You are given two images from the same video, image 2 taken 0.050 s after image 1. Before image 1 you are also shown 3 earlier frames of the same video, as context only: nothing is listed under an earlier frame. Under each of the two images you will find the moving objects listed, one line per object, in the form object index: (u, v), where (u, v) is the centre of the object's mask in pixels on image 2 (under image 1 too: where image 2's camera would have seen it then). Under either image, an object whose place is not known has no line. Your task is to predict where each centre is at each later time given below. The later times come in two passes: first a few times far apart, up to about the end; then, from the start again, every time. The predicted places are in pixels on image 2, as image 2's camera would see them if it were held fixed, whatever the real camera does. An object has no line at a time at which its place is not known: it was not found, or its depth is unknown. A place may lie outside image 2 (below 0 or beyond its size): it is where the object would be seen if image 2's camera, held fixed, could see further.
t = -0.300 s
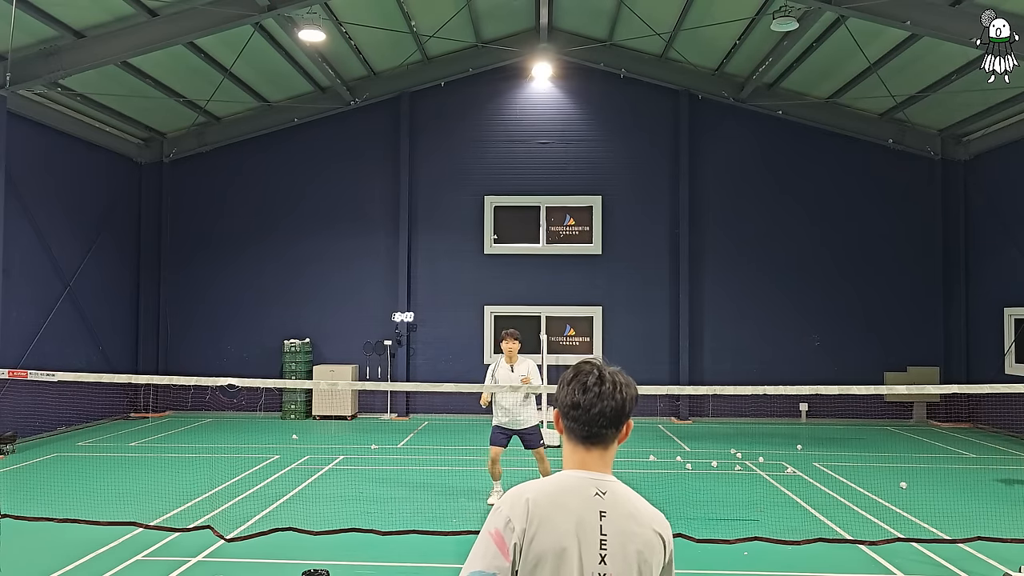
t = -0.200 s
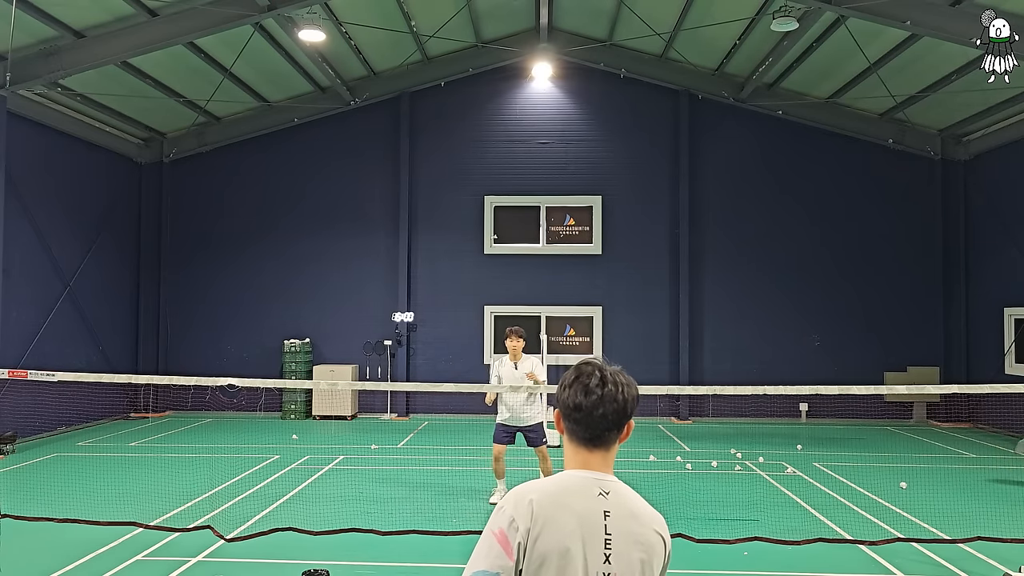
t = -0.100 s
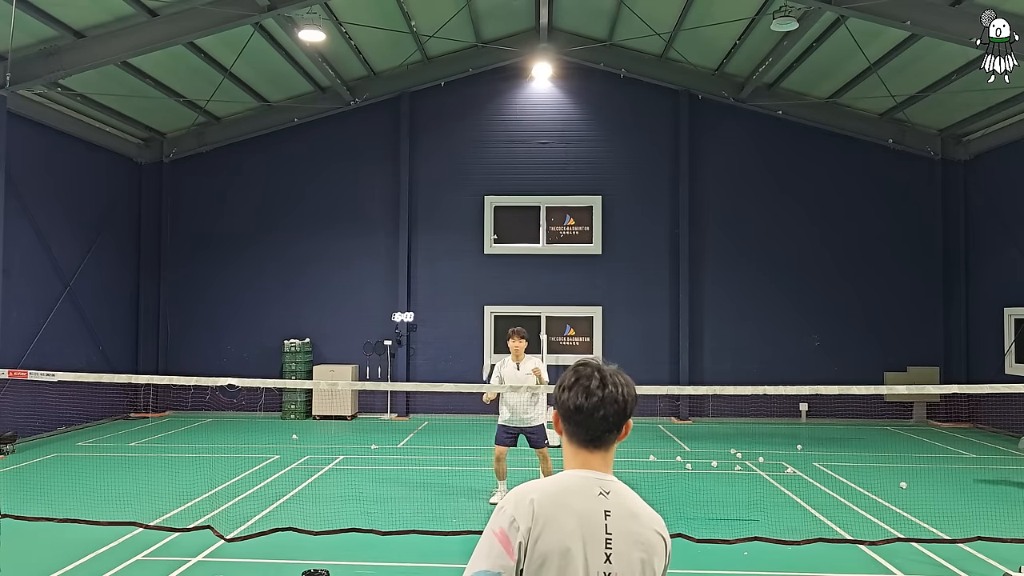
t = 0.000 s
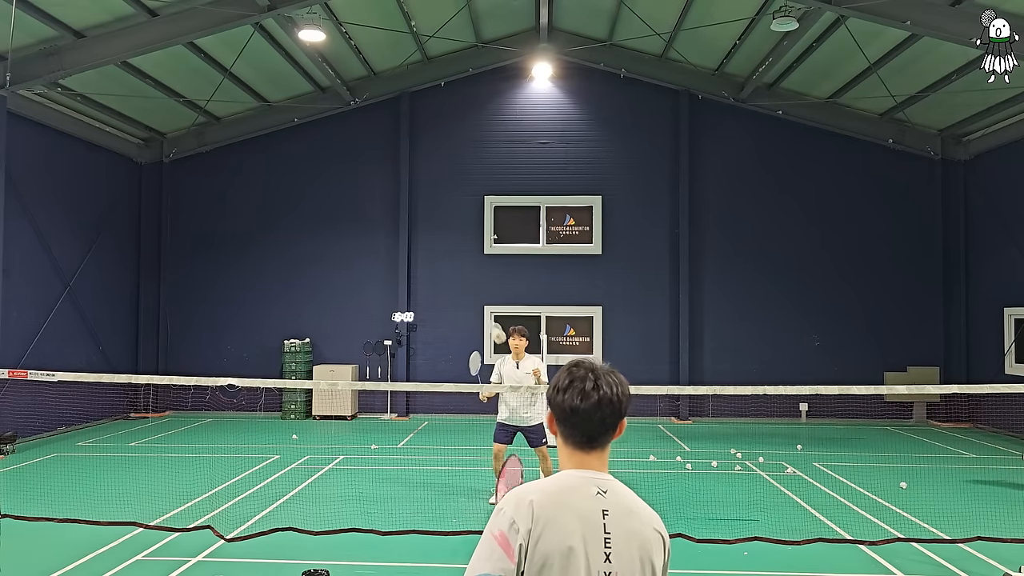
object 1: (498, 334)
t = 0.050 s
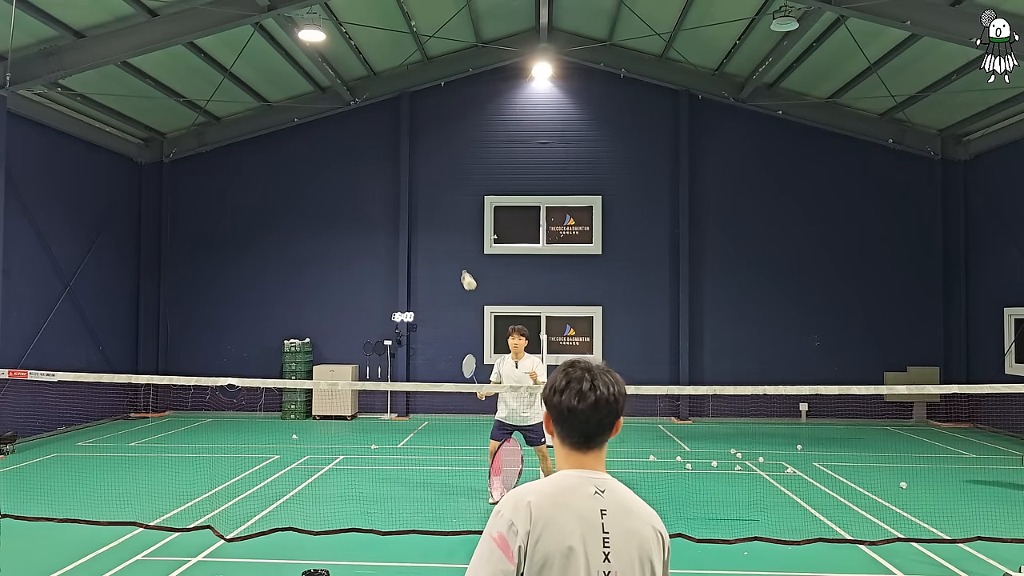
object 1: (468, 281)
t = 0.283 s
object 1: (402, 189)
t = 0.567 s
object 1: (368, 209)
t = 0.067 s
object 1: (460, 267)
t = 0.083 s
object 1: (453, 255)
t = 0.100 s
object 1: (447, 245)
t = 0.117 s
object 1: (442, 235)
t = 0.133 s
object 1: (437, 227)
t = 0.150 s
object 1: (433, 220)
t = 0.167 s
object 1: (428, 214)
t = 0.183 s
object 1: (424, 208)
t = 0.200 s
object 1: (420, 204)
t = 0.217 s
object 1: (416, 199)
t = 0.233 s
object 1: (412, 196)
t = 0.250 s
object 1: (409, 193)
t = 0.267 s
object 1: (405, 191)
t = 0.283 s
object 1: (402, 189)
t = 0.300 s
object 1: (400, 188)
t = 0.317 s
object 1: (397, 187)
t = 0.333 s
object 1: (394, 187)
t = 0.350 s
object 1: (392, 186)
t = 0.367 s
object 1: (390, 186)
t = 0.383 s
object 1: (388, 186)
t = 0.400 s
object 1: (386, 187)
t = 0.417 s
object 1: (383, 188)
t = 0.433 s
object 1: (381, 189)
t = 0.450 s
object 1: (379, 191)
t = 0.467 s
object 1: (378, 193)
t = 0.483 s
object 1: (376, 195)
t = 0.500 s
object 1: (374, 197)
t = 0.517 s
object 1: (372, 200)
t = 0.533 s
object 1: (371, 203)
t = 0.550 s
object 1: (369, 206)
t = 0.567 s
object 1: (368, 209)
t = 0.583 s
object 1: (367, 213)
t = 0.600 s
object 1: (366, 217)
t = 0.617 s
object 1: (364, 221)
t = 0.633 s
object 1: (364, 224)
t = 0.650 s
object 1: (362, 229)
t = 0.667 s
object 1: (361, 233)
